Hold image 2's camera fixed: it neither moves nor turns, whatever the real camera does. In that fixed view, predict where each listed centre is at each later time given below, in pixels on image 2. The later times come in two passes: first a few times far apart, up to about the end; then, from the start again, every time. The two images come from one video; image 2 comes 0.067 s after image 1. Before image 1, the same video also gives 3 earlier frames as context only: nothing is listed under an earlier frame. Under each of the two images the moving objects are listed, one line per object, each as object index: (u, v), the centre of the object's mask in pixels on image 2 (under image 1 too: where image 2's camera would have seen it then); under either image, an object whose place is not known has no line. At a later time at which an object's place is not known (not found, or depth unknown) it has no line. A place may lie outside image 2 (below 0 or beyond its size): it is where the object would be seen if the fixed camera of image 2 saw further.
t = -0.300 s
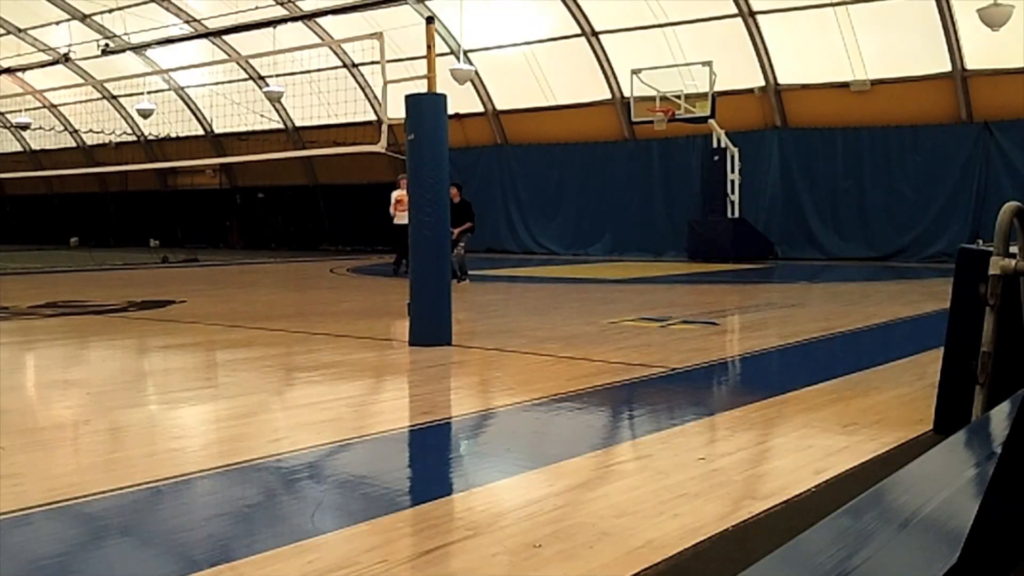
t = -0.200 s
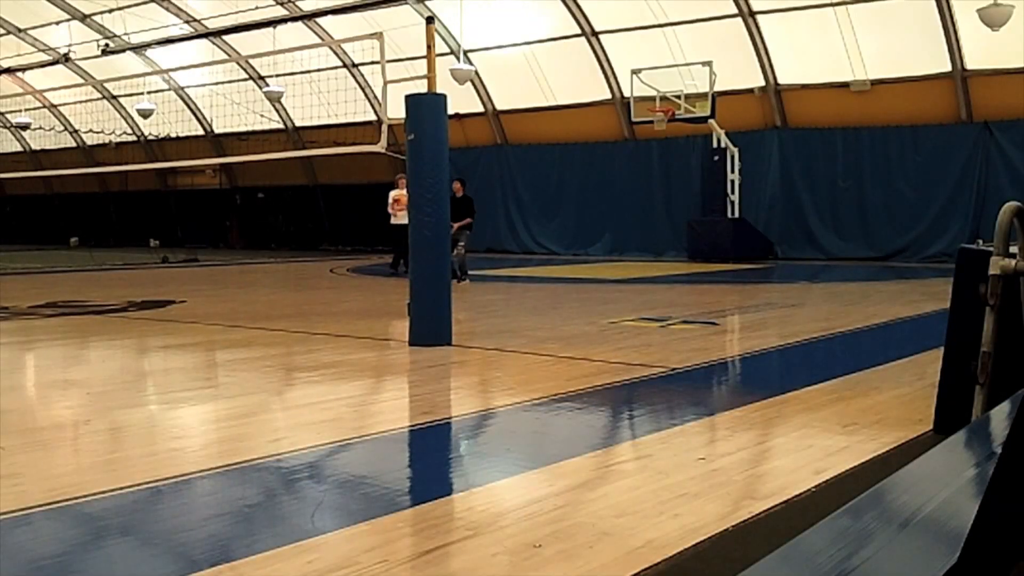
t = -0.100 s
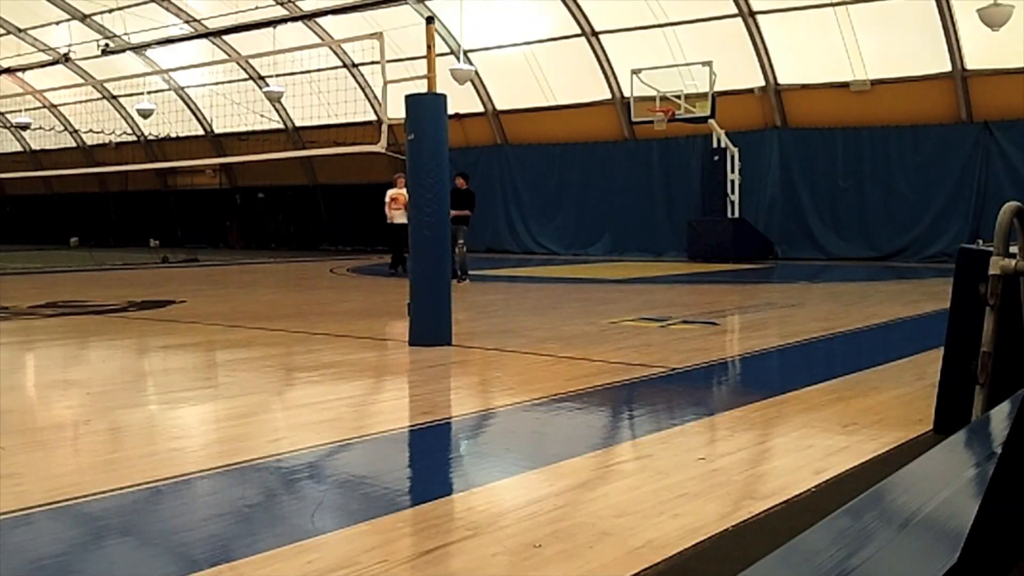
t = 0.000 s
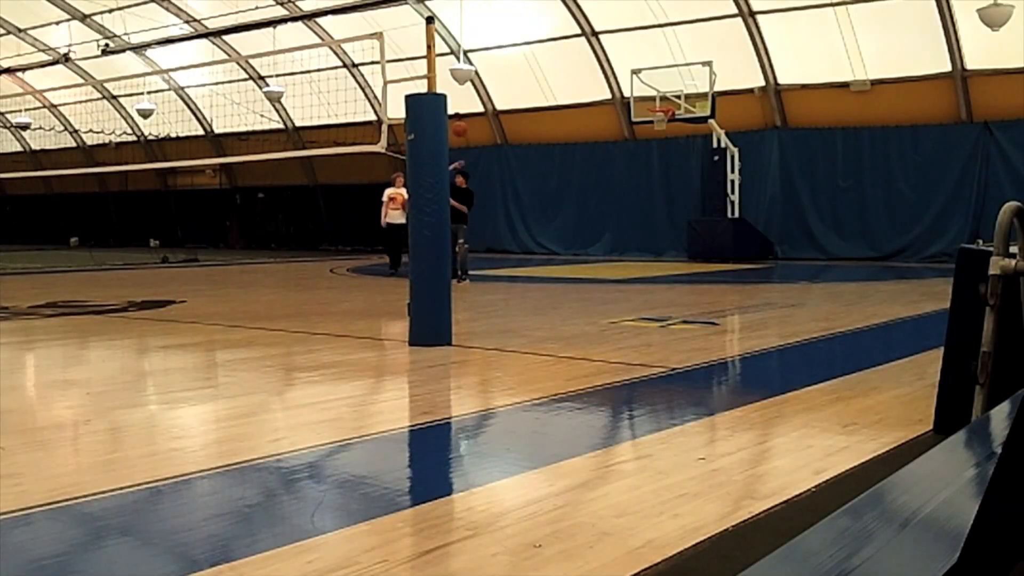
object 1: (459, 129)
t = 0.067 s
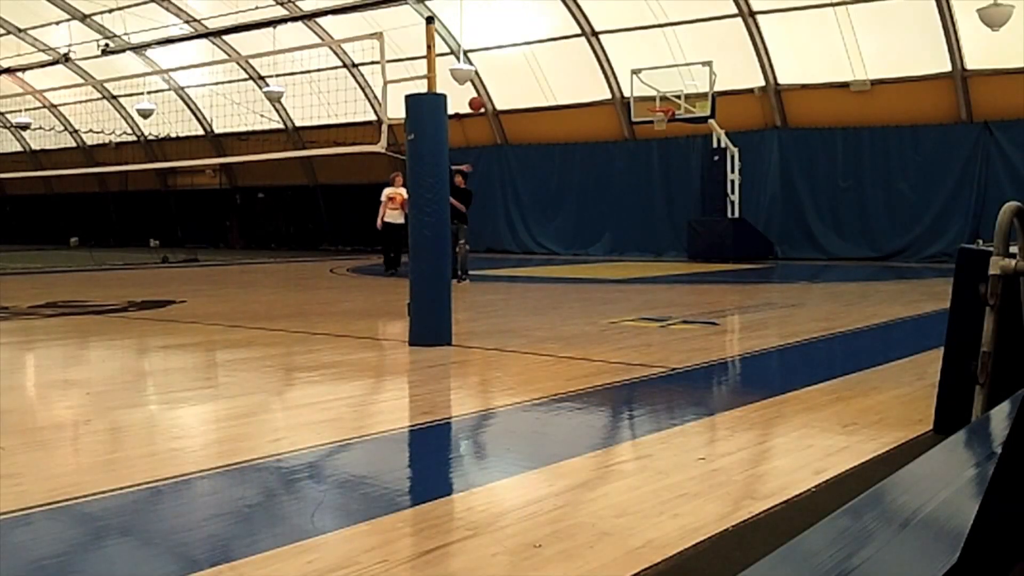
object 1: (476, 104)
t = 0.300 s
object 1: (526, 42)
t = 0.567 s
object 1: (576, 14)
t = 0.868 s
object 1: (625, 32)
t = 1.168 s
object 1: (665, 89)
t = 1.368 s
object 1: (663, 113)
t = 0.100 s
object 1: (484, 93)
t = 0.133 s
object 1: (491, 82)
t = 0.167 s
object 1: (498, 73)
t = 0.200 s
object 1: (505, 64)
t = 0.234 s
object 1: (513, 56)
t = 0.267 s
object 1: (519, 48)
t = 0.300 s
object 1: (526, 42)
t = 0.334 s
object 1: (533, 36)
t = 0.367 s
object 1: (540, 31)
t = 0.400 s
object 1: (546, 26)
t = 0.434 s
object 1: (553, 23)
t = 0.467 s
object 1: (559, 19)
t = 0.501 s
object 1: (565, 17)
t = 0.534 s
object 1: (571, 15)
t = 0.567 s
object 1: (576, 14)
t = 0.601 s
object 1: (582, 14)
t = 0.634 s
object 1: (588, 14)
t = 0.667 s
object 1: (593, 15)
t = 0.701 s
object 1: (599, 16)
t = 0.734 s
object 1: (605, 18)
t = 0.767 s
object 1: (610, 21)
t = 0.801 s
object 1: (615, 24)
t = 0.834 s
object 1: (620, 27)
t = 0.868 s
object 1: (625, 32)
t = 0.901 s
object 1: (630, 36)
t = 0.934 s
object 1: (635, 41)
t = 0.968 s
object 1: (640, 47)
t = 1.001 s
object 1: (644, 53)
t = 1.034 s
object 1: (649, 59)
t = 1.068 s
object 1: (654, 66)
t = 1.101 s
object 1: (658, 74)
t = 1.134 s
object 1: (663, 82)
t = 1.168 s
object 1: (665, 89)
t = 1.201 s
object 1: (661, 95)
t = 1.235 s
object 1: (659, 101)
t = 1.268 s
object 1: (654, 108)
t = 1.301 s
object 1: (658, 110)
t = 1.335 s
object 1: (664, 112)
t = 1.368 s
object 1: (663, 113)
